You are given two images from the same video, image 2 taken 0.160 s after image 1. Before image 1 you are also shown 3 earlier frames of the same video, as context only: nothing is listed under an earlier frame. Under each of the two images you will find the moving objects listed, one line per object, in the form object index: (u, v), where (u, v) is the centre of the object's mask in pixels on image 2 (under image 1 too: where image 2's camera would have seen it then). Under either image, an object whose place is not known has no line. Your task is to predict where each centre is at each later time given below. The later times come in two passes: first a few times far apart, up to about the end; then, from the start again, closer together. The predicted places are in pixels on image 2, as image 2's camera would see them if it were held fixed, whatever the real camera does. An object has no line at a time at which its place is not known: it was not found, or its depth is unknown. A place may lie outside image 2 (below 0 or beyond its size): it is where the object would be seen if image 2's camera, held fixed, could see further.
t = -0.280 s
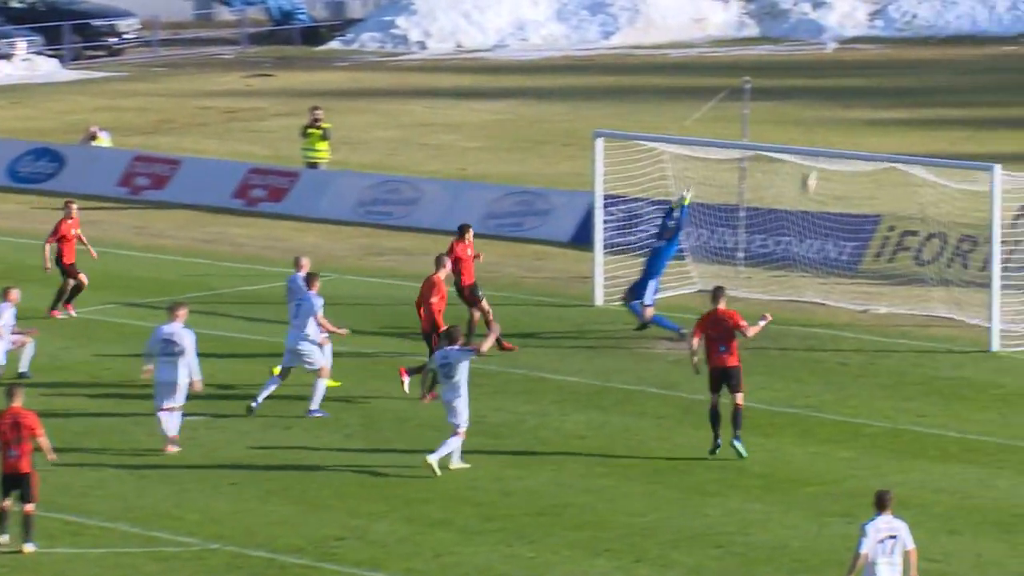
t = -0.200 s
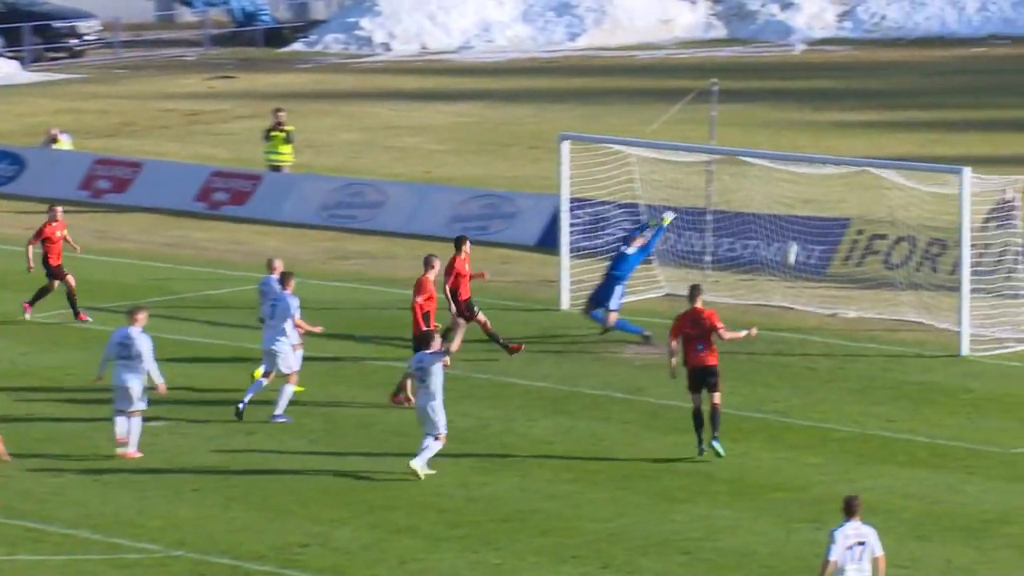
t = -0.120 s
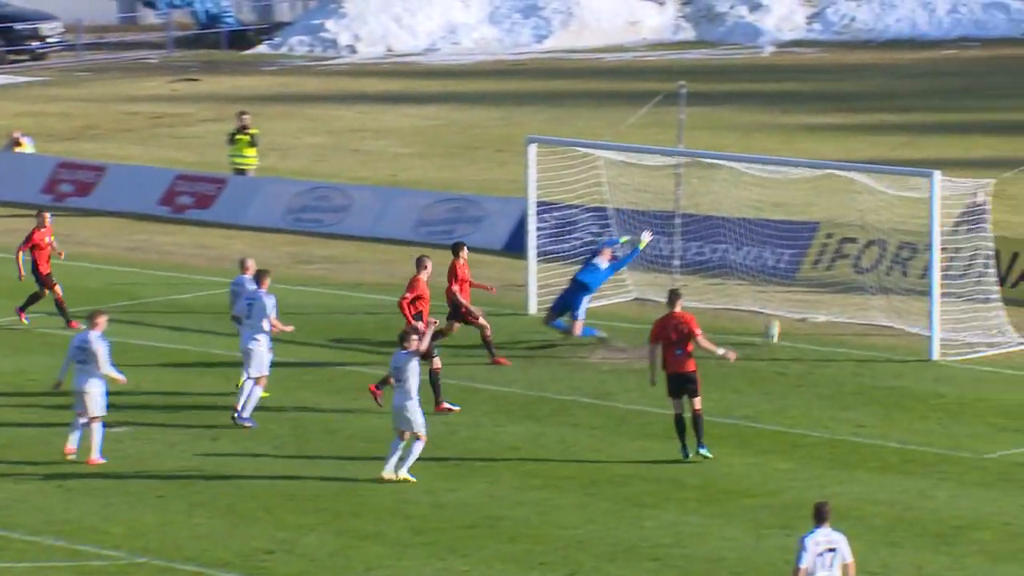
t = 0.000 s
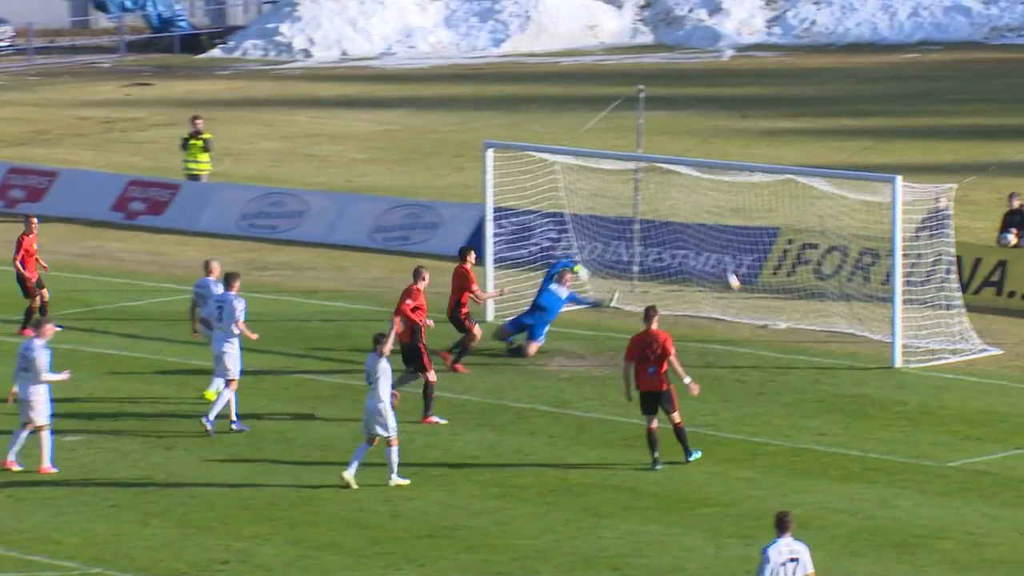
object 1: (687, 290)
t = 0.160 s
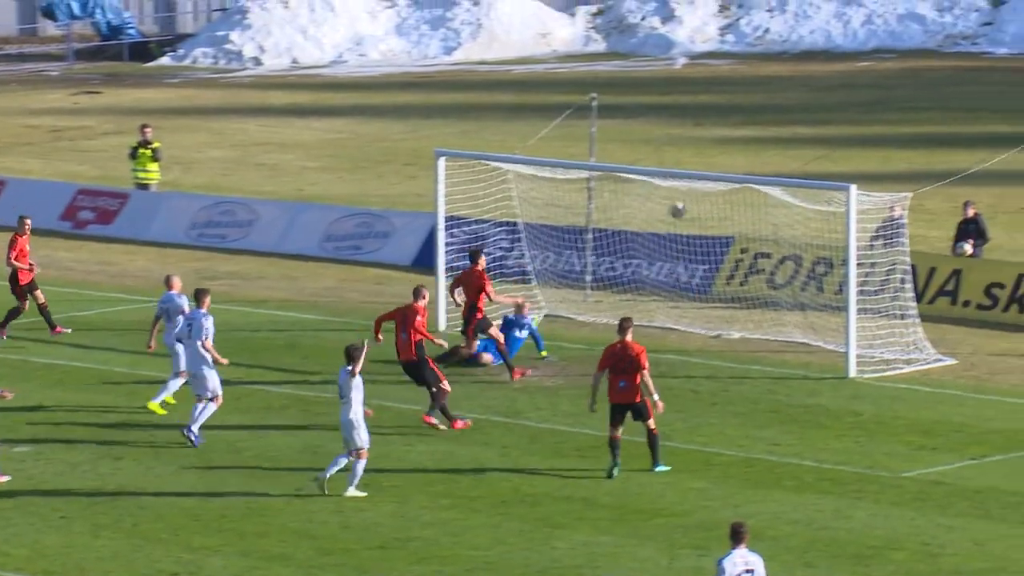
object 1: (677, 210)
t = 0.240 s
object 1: (676, 177)
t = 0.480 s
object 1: (669, 103)
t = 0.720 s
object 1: (662, 71)
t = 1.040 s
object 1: (654, 97)
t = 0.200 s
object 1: (677, 193)
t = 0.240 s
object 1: (676, 177)
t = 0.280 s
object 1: (675, 162)
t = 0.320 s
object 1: (673, 148)
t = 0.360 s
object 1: (672, 135)
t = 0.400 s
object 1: (671, 122)
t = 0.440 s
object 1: (669, 112)
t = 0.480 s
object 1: (669, 103)
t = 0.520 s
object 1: (668, 94)
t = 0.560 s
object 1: (666, 87)
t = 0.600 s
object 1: (664, 82)
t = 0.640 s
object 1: (664, 76)
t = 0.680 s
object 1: (664, 73)
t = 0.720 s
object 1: (662, 71)
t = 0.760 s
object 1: (661, 70)
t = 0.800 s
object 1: (660, 70)
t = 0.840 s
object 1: (660, 71)
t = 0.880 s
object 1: (659, 74)
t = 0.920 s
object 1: (657, 78)
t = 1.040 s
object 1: (654, 97)
